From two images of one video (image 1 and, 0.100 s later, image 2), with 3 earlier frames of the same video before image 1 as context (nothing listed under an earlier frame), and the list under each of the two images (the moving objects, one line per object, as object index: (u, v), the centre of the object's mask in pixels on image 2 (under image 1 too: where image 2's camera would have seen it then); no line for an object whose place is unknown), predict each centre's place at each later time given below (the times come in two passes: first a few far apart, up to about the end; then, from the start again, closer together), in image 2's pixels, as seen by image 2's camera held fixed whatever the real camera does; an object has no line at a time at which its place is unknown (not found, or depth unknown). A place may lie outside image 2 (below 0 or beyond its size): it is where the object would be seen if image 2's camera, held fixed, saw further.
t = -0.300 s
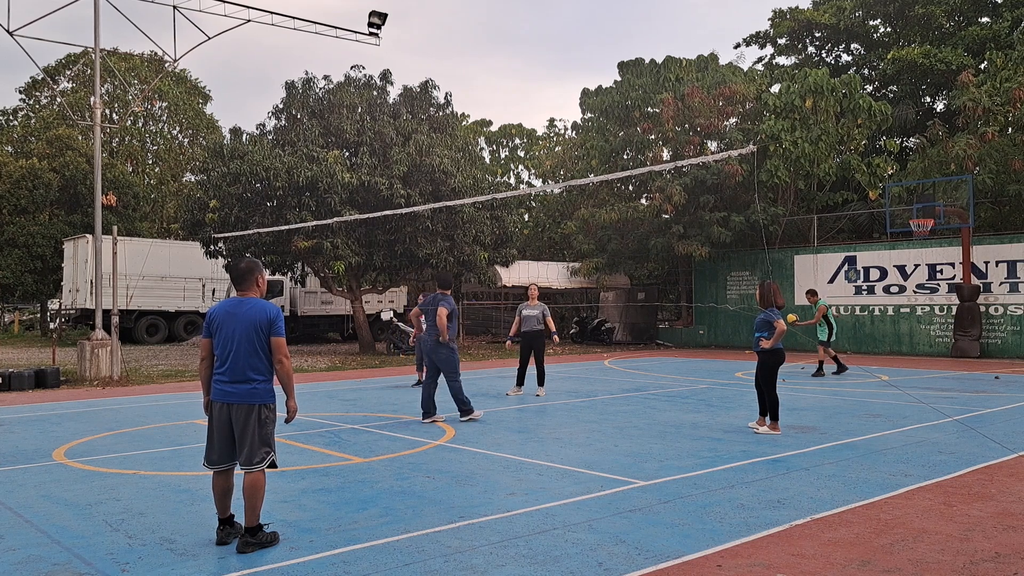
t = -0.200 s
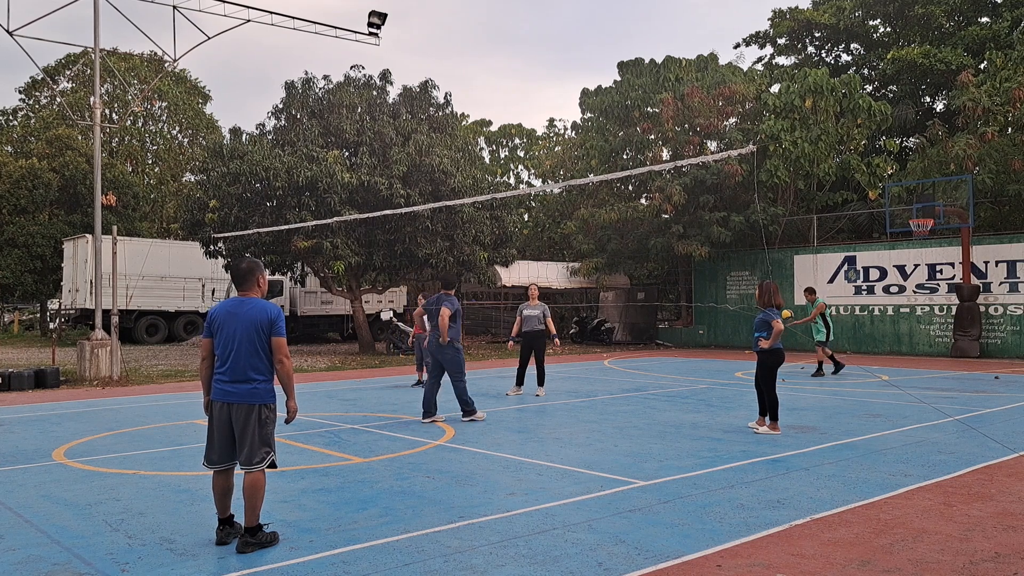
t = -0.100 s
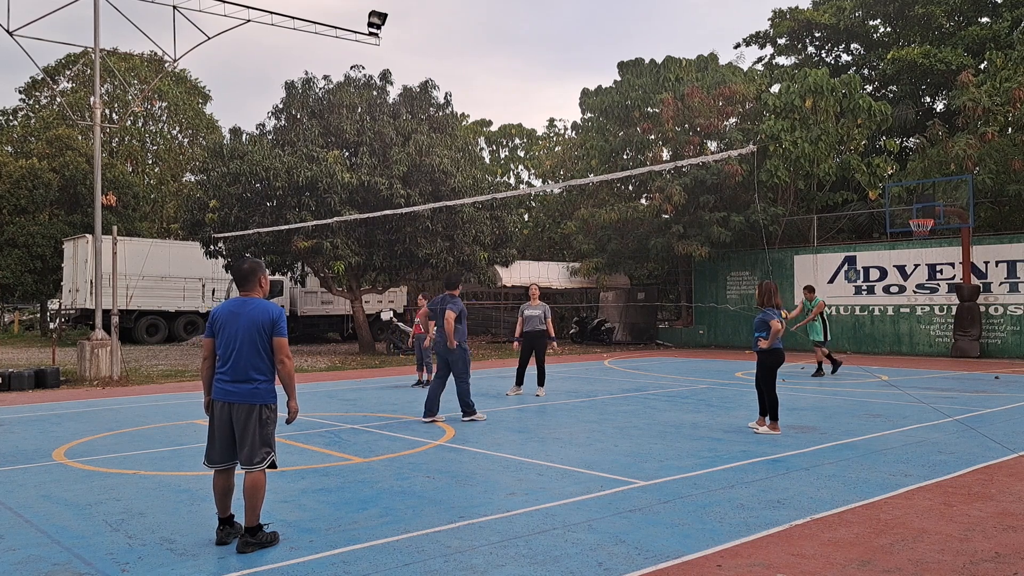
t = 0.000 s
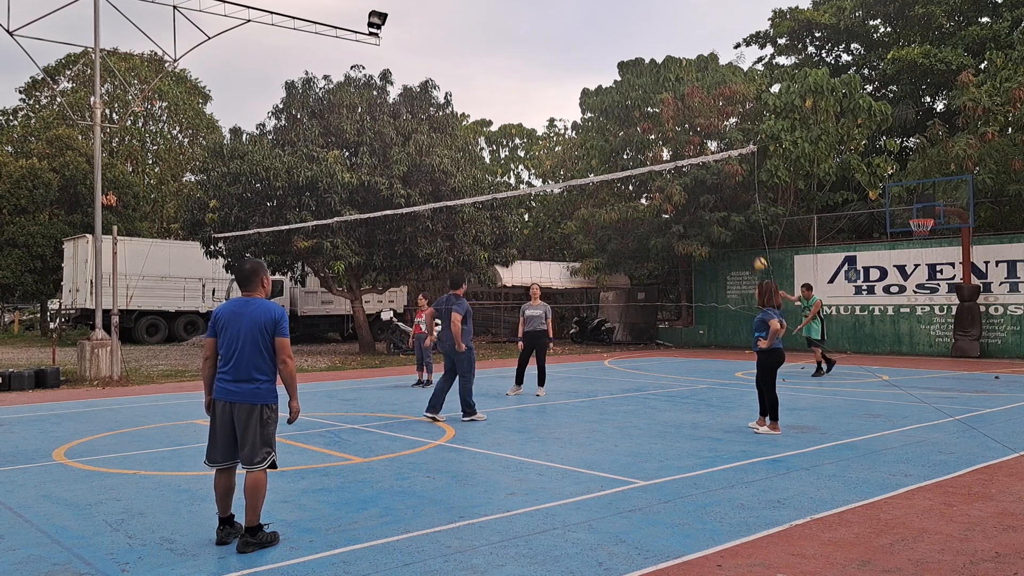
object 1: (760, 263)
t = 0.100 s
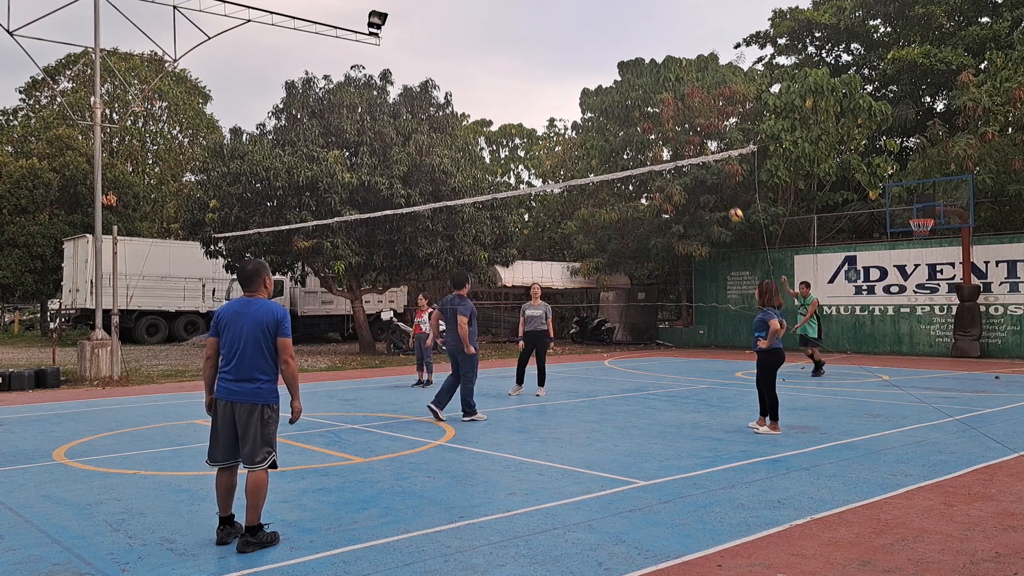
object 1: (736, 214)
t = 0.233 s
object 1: (701, 153)
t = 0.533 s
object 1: (613, 48)
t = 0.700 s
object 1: (554, 8)
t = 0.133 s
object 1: (727, 199)
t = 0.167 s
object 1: (718, 184)
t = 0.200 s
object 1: (710, 168)
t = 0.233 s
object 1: (701, 153)
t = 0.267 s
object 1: (691, 141)
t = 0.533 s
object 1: (613, 48)
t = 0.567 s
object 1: (602, 39)
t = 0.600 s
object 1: (590, 31)
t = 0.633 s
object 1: (578, 23)
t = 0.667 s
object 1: (566, 15)
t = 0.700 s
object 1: (554, 8)
